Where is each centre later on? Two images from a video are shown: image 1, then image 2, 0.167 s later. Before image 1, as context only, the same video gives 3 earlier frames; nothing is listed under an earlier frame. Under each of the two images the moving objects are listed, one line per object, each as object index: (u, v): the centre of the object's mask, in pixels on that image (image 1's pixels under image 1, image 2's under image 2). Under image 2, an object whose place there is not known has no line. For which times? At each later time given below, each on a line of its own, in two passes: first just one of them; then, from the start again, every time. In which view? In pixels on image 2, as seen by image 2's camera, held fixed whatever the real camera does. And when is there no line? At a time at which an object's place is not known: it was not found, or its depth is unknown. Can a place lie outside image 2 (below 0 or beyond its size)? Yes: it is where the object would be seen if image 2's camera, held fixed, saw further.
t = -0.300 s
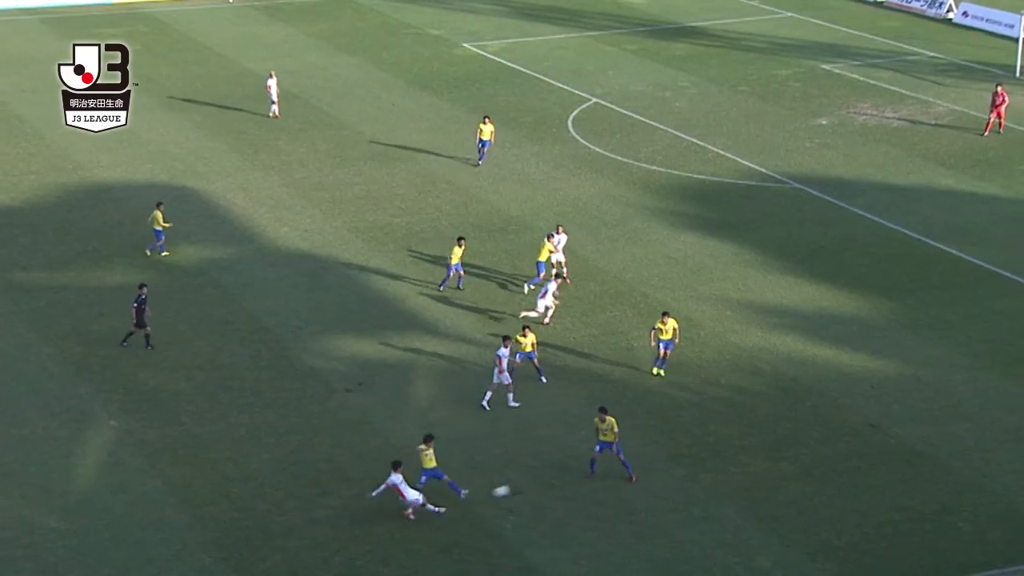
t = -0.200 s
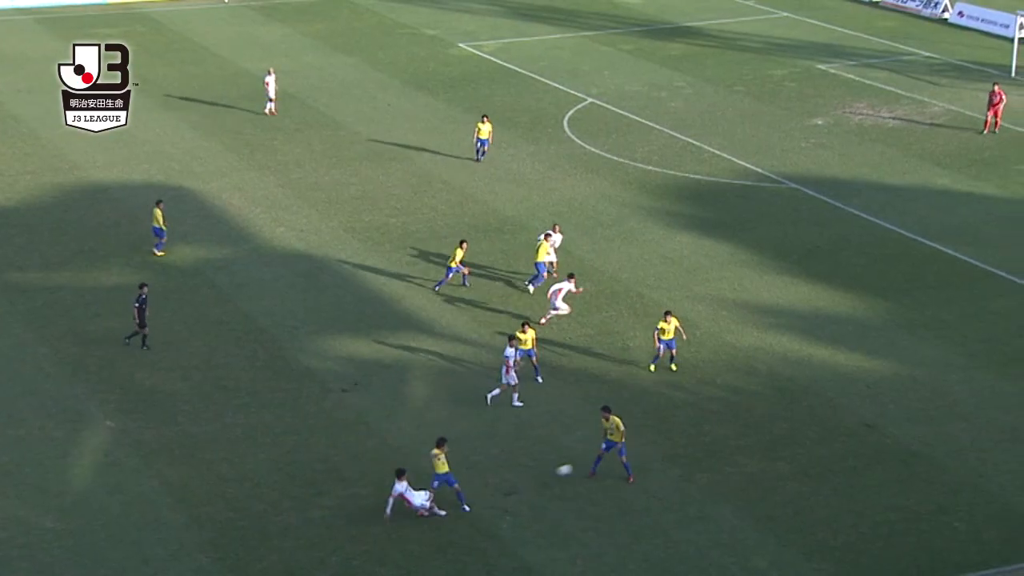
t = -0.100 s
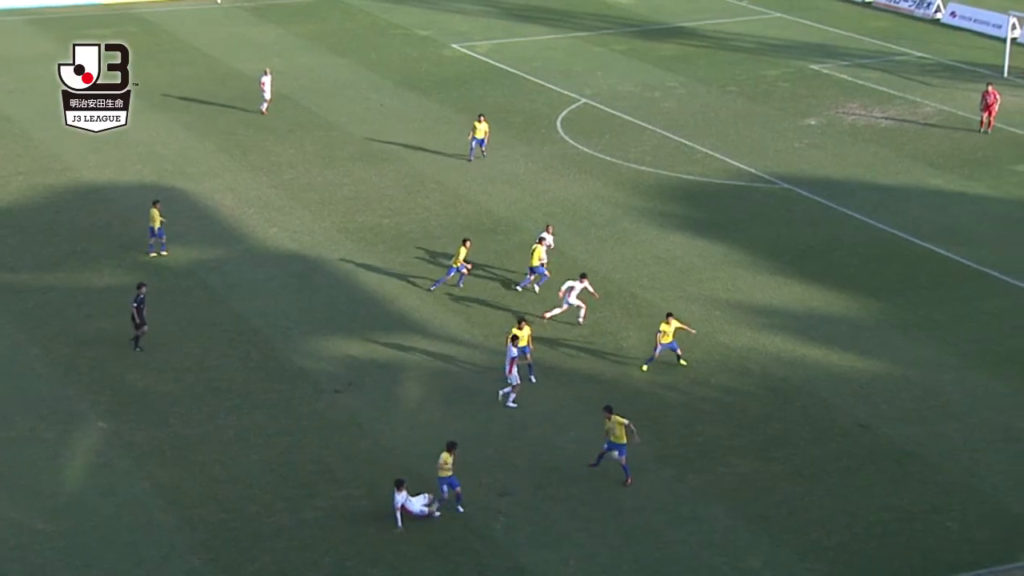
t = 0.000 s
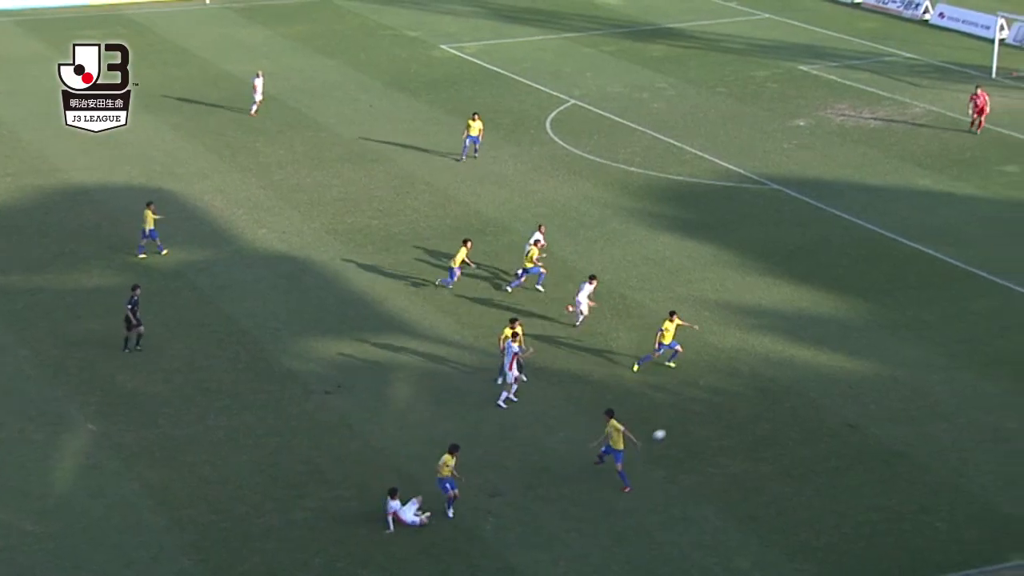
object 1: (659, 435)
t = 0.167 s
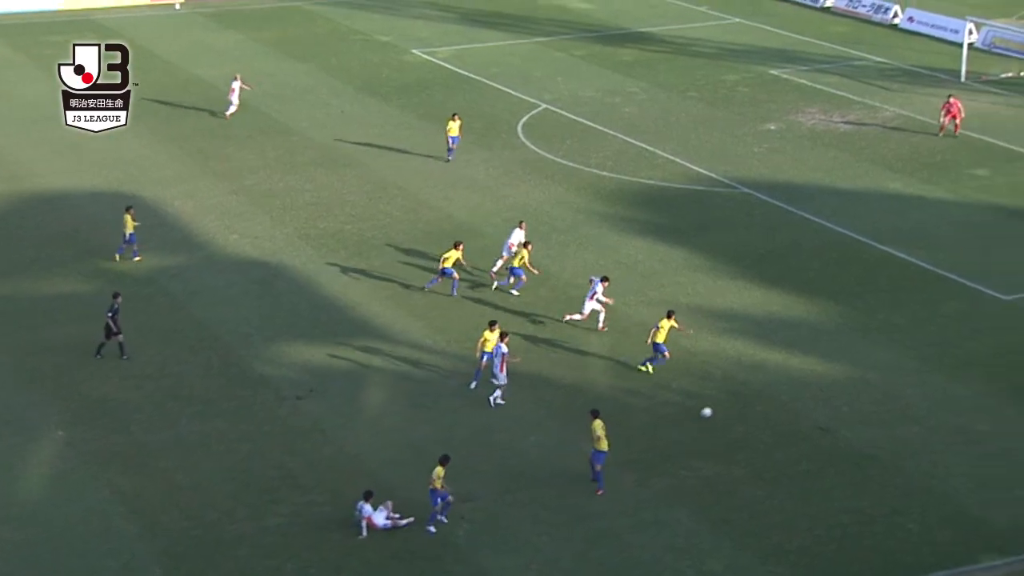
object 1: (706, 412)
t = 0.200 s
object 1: (719, 406)
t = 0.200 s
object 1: (719, 406)
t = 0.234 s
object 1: (731, 401)
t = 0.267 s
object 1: (744, 397)
